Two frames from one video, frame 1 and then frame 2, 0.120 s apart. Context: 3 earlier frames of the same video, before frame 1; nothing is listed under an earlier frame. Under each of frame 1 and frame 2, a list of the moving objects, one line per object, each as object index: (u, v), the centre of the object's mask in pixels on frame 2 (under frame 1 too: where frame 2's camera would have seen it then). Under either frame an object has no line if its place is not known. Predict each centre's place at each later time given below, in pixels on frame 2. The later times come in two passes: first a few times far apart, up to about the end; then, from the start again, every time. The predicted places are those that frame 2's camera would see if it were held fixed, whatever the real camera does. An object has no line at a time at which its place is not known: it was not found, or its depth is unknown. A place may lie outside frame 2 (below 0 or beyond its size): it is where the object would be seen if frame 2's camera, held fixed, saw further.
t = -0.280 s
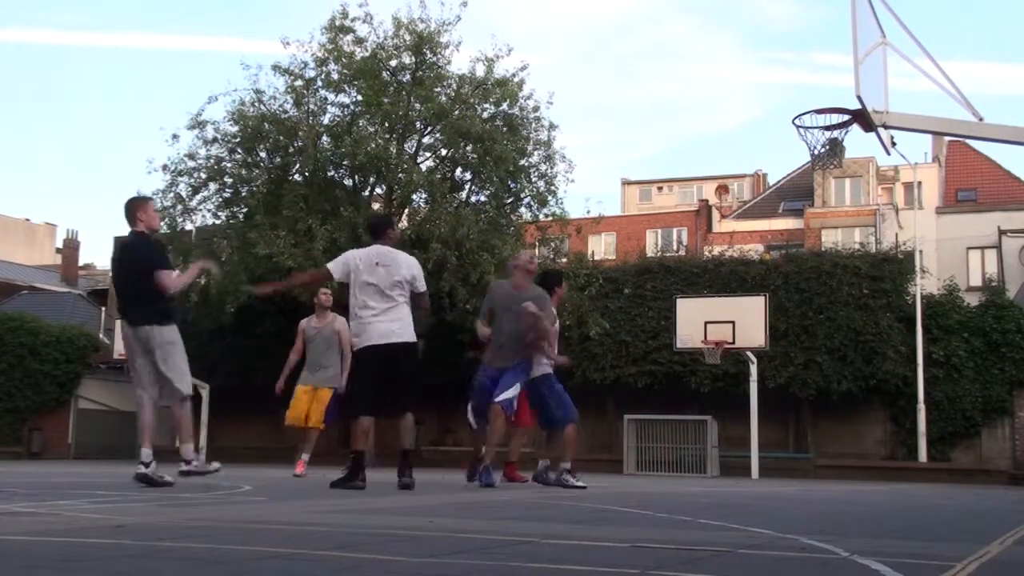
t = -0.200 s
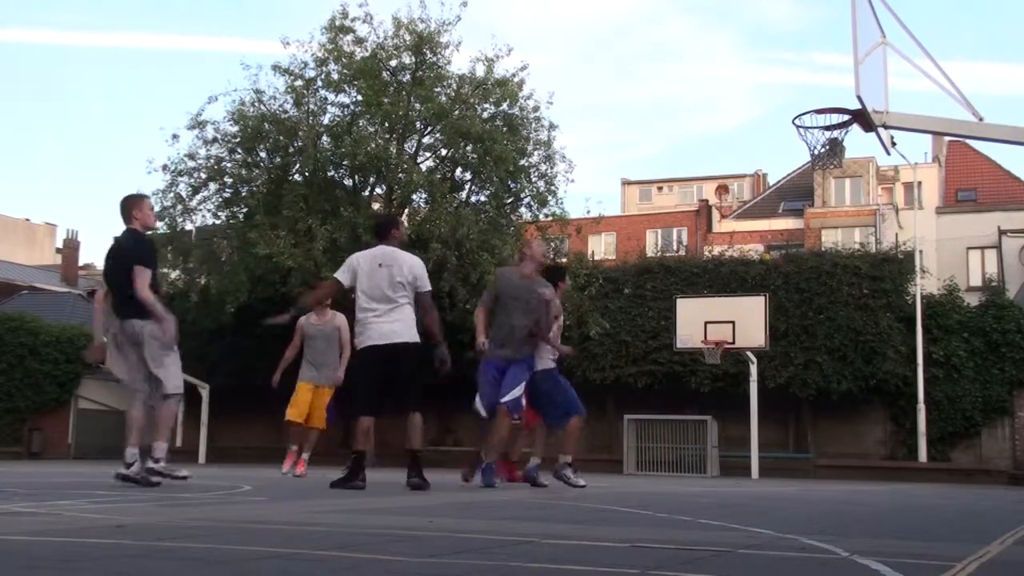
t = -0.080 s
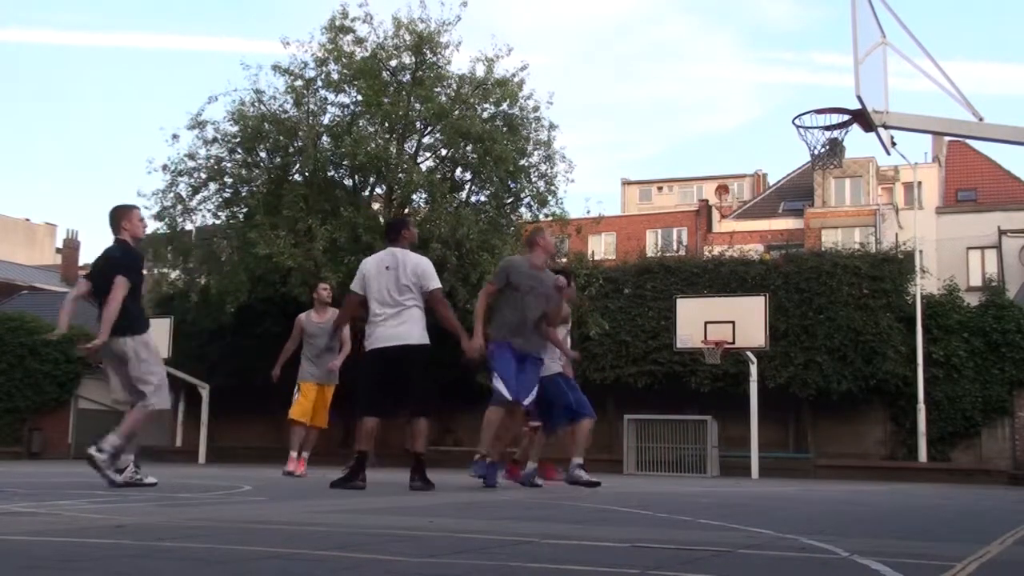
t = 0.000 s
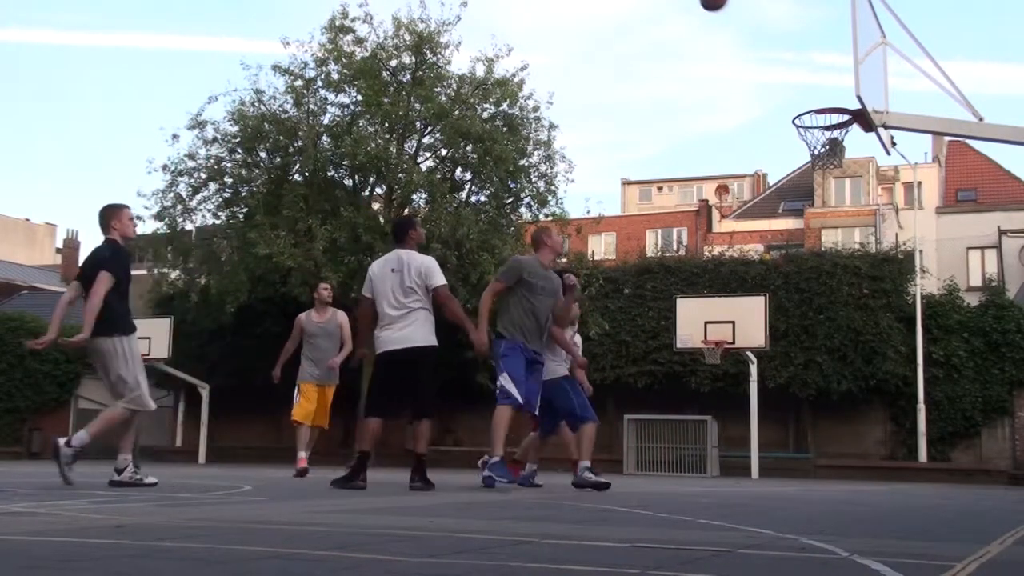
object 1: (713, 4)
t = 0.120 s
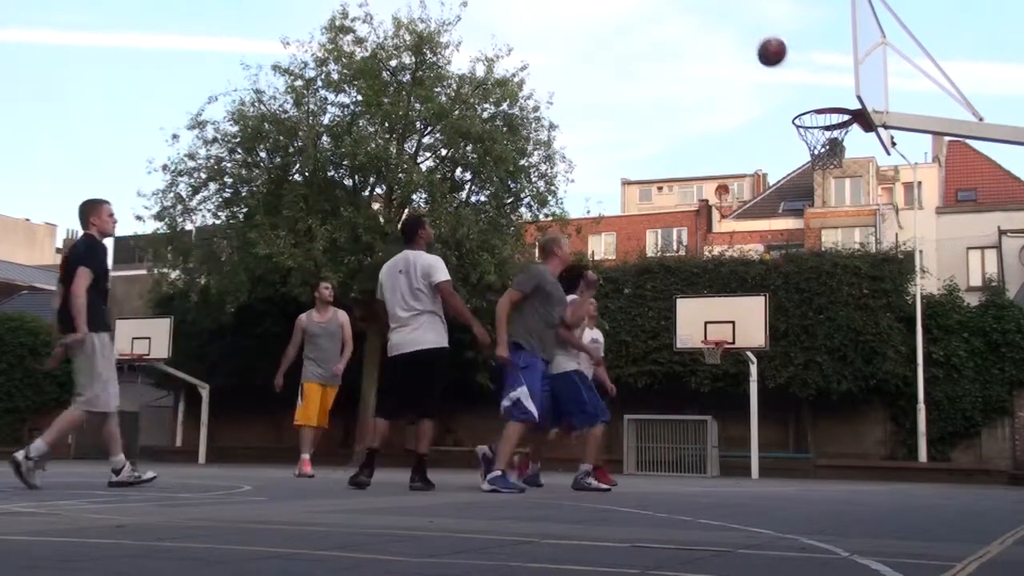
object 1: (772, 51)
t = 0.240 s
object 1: (822, 107)
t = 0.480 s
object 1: (826, 114)
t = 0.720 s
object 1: (830, 152)
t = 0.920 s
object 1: (813, 162)
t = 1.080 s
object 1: (807, 194)
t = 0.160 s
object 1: (791, 74)
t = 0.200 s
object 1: (810, 98)
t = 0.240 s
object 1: (822, 107)
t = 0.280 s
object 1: (834, 115)
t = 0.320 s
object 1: (828, 117)
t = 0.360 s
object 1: (816, 118)
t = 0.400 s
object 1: (812, 117)
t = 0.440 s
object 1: (819, 114)
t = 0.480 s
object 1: (826, 114)
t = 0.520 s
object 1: (830, 119)
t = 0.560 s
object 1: (836, 125)
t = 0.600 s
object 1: (839, 133)
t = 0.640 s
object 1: (836, 141)
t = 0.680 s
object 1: (833, 148)
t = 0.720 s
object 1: (830, 152)
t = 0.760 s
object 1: (826, 154)
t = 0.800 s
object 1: (821, 157)
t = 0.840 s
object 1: (817, 159)
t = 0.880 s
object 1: (814, 161)
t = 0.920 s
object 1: (813, 162)
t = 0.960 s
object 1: (812, 166)
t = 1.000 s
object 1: (811, 173)
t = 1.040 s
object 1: (809, 180)
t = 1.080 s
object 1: (807, 194)
